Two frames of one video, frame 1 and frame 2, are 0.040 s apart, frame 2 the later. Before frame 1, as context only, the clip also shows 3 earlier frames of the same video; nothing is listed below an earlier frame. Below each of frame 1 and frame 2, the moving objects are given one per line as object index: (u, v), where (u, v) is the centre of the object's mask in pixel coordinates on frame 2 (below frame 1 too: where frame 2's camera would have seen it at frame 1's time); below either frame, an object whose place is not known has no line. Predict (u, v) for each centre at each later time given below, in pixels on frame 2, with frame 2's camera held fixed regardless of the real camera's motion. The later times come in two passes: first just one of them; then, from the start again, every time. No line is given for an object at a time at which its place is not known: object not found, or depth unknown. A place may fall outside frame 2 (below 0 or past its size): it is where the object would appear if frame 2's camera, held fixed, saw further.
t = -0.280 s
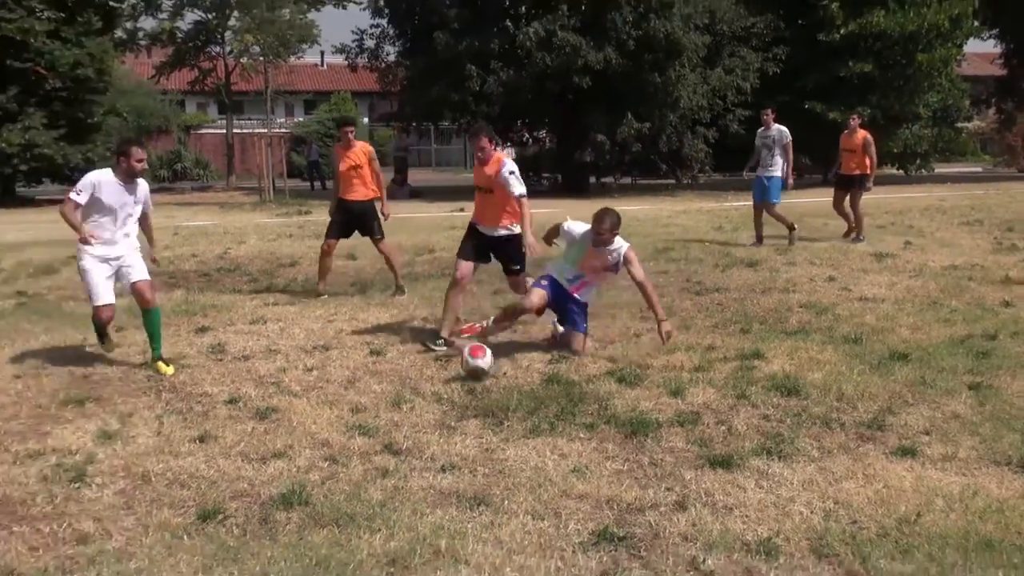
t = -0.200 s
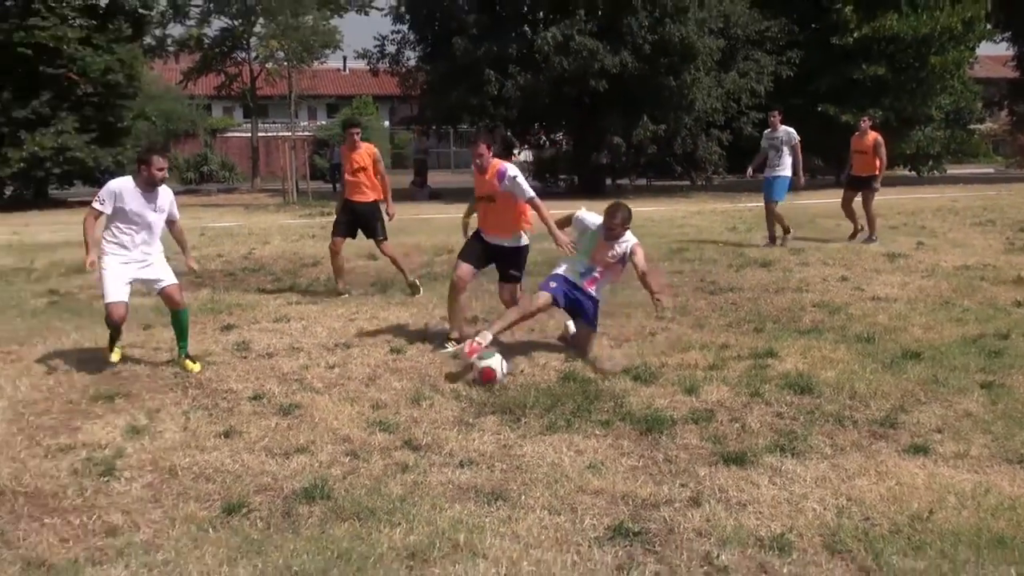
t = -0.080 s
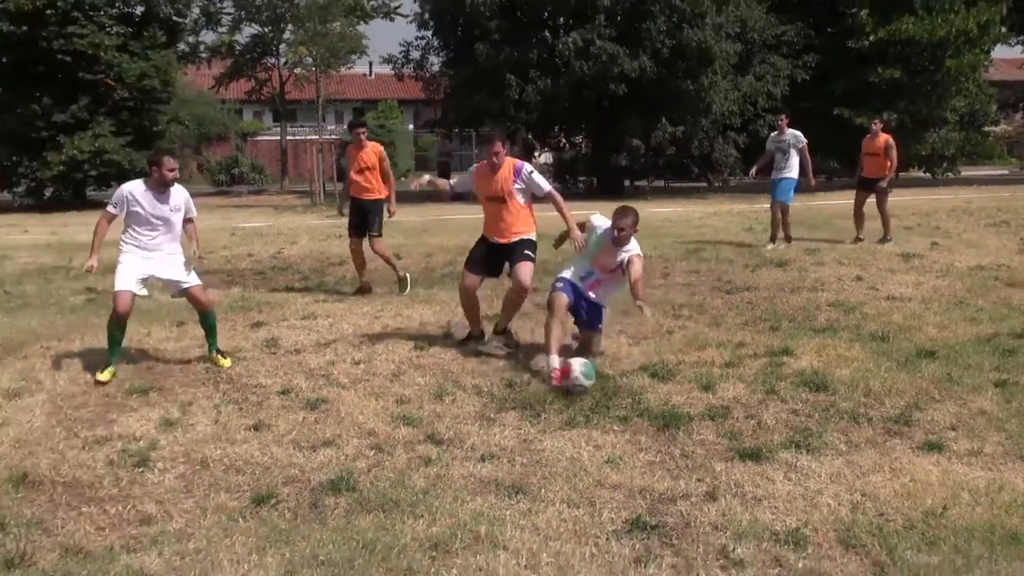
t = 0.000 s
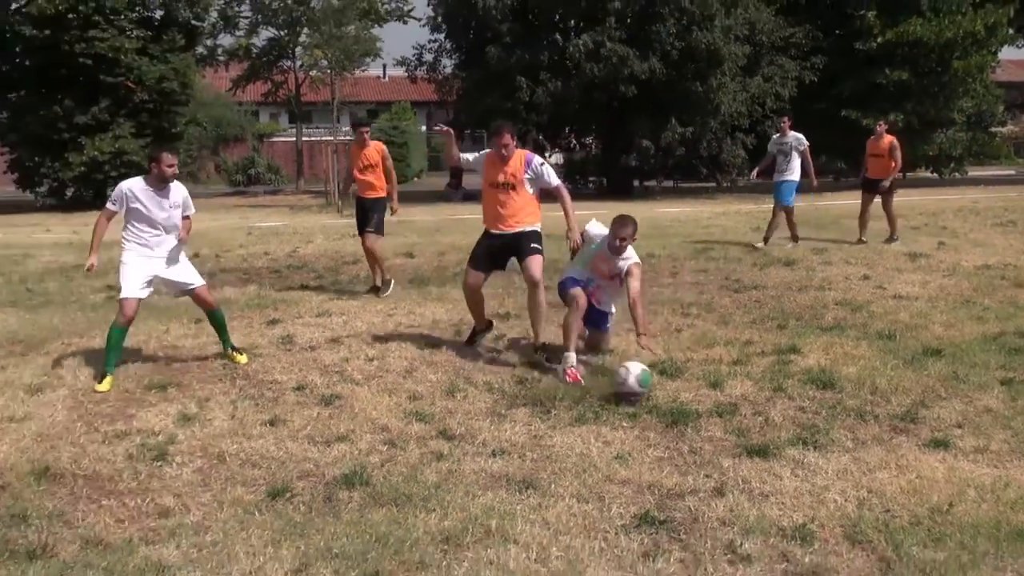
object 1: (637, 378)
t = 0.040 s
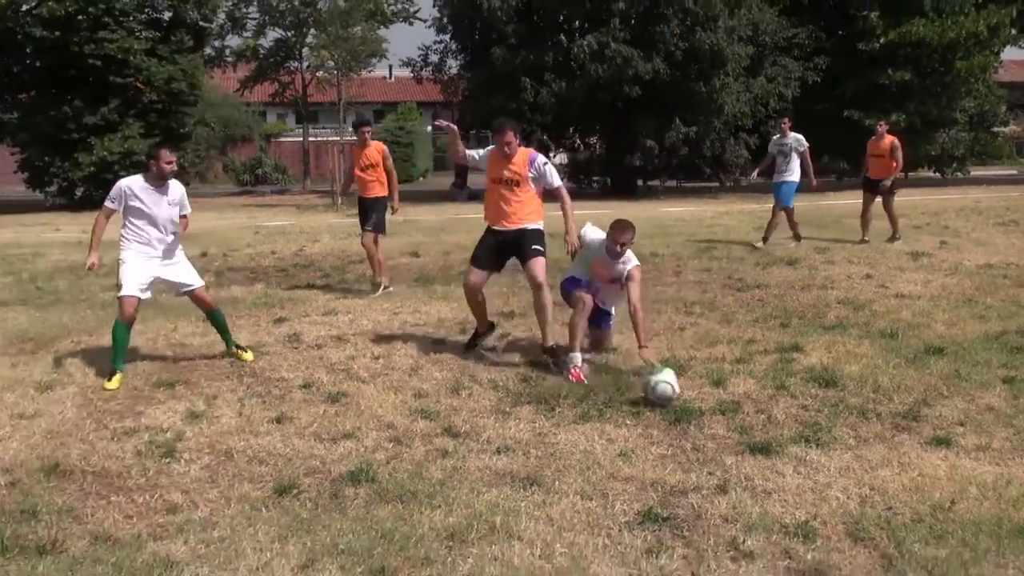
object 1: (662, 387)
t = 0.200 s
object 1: (769, 405)
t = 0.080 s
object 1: (687, 394)
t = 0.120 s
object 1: (714, 402)
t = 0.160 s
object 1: (741, 404)
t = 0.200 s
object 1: (769, 405)
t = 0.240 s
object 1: (796, 410)
